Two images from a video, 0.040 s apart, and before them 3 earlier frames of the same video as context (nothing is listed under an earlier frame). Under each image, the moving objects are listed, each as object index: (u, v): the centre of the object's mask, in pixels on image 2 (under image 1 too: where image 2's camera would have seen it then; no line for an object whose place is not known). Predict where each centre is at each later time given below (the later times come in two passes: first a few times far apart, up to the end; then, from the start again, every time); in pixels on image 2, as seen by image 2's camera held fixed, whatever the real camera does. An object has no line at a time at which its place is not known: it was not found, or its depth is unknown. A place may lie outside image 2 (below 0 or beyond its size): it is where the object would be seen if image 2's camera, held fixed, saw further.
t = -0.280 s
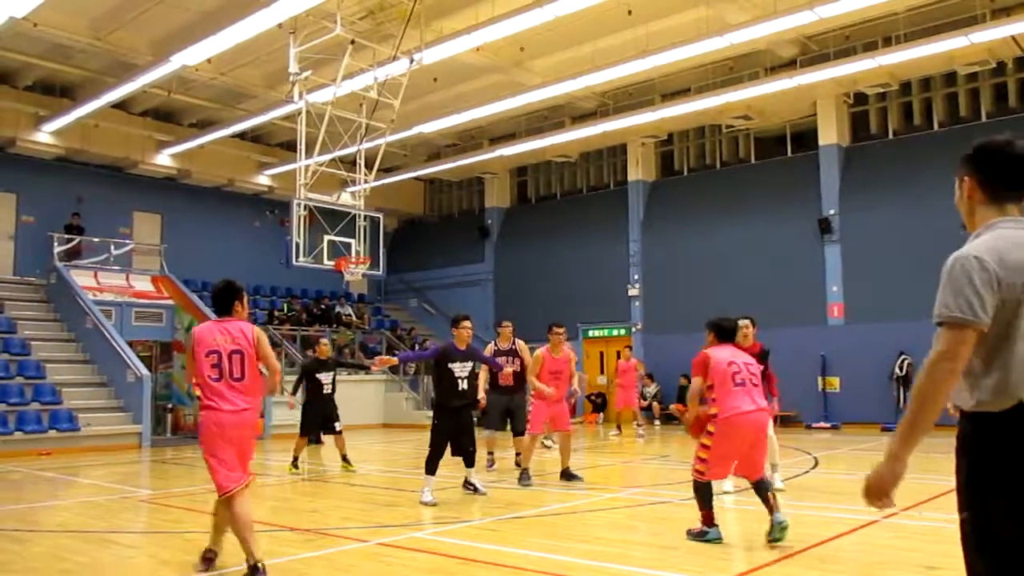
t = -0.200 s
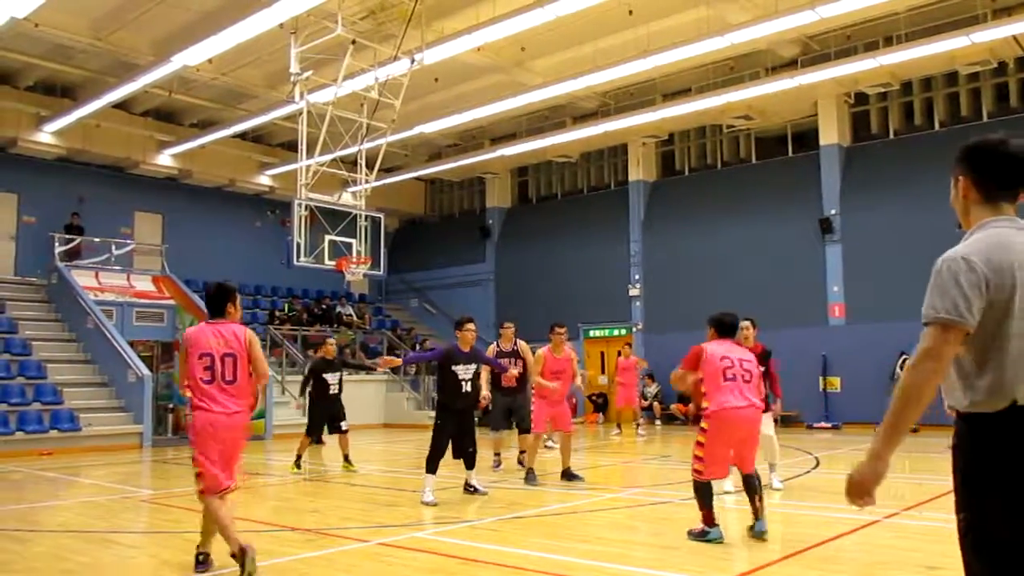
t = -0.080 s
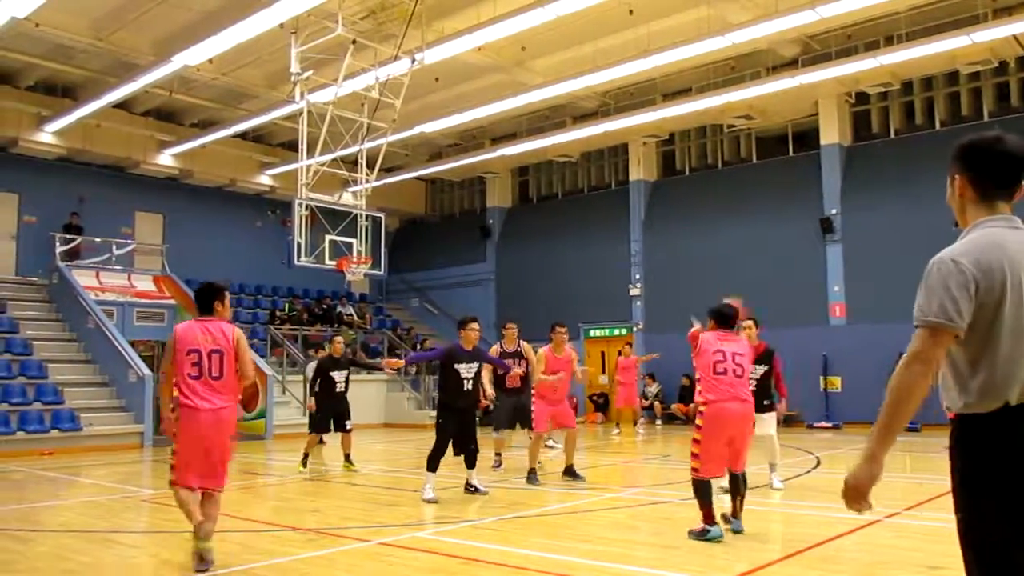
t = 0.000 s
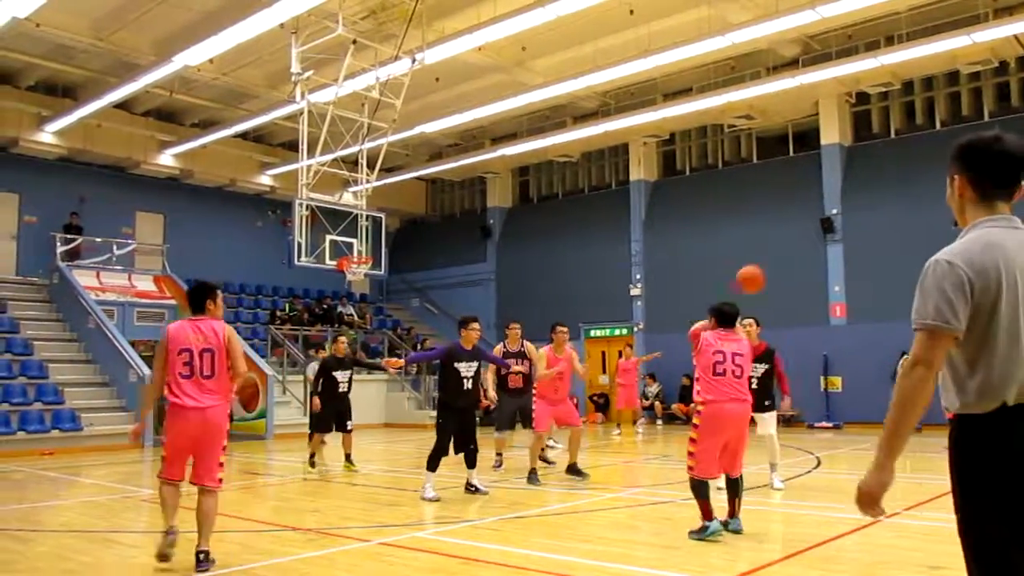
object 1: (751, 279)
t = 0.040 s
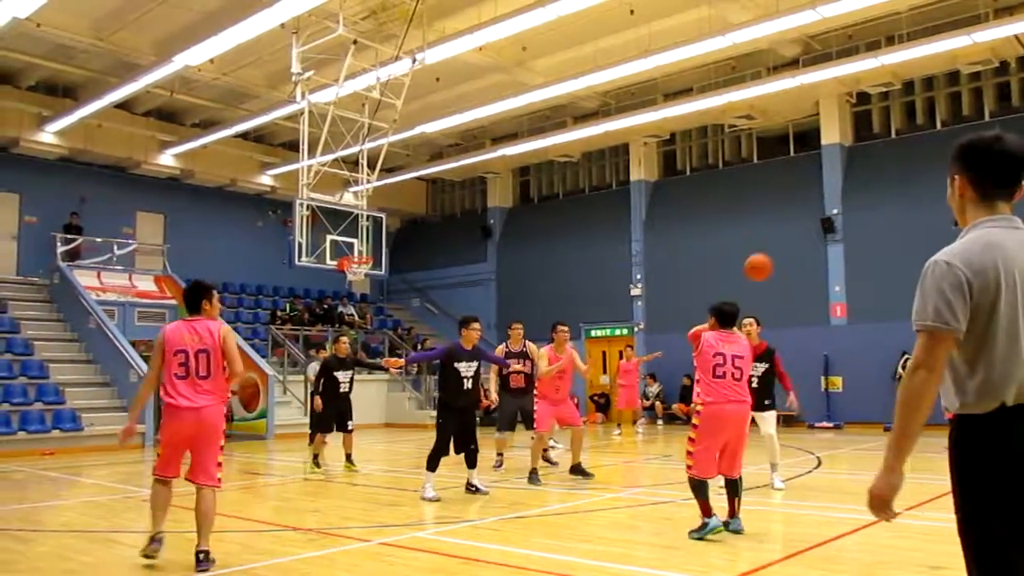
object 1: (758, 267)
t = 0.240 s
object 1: (791, 237)
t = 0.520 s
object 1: (824, 255)
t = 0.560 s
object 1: (826, 262)
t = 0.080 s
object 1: (766, 257)
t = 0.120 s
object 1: (773, 249)
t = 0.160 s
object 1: (779, 244)
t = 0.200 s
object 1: (785, 241)
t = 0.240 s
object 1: (791, 237)
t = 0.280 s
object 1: (796, 237)
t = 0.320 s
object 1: (801, 237)
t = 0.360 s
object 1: (805, 239)
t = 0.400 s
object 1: (811, 241)
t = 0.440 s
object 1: (815, 245)
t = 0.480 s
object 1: (819, 248)
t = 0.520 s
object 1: (824, 255)
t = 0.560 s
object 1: (826, 262)
